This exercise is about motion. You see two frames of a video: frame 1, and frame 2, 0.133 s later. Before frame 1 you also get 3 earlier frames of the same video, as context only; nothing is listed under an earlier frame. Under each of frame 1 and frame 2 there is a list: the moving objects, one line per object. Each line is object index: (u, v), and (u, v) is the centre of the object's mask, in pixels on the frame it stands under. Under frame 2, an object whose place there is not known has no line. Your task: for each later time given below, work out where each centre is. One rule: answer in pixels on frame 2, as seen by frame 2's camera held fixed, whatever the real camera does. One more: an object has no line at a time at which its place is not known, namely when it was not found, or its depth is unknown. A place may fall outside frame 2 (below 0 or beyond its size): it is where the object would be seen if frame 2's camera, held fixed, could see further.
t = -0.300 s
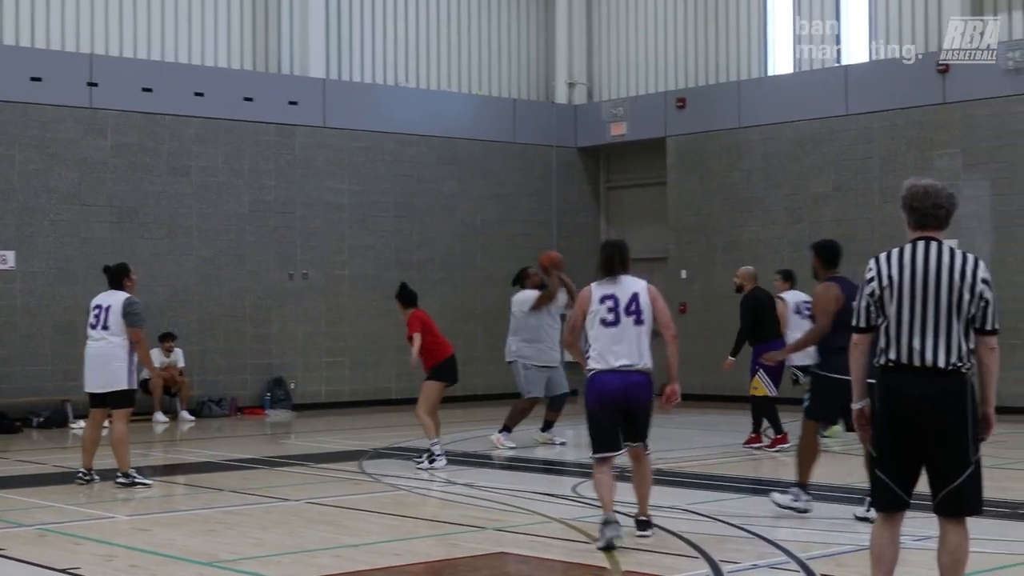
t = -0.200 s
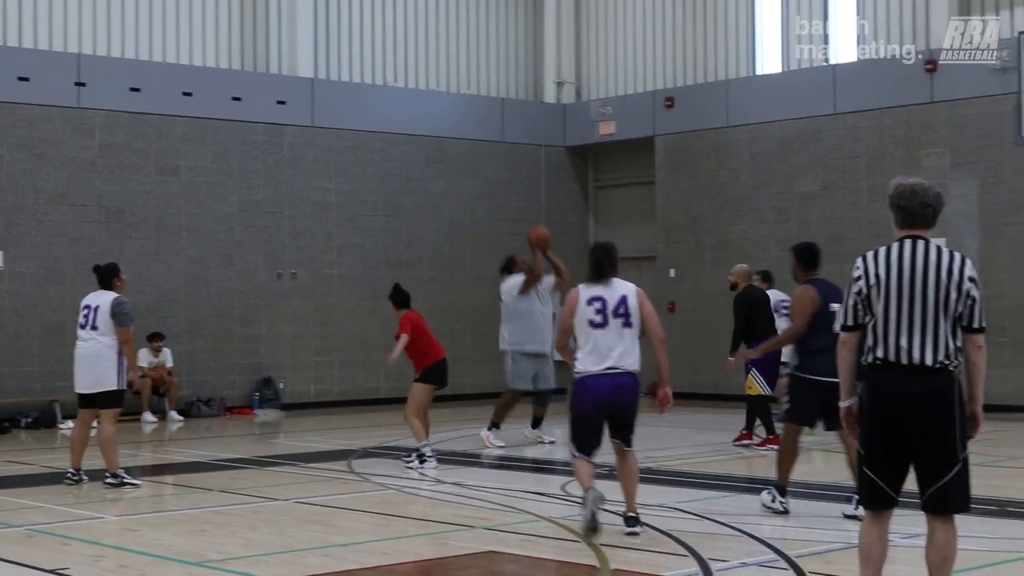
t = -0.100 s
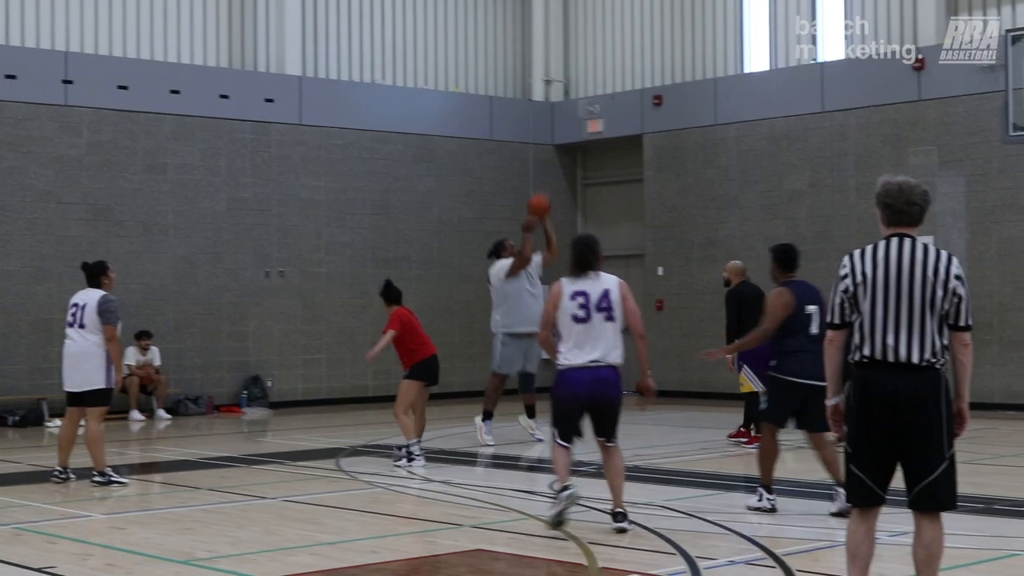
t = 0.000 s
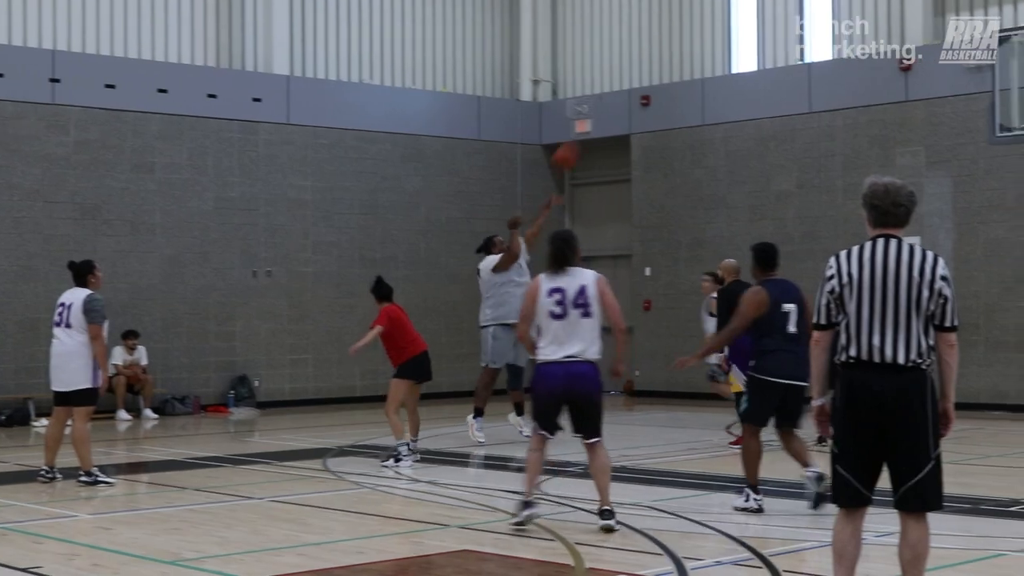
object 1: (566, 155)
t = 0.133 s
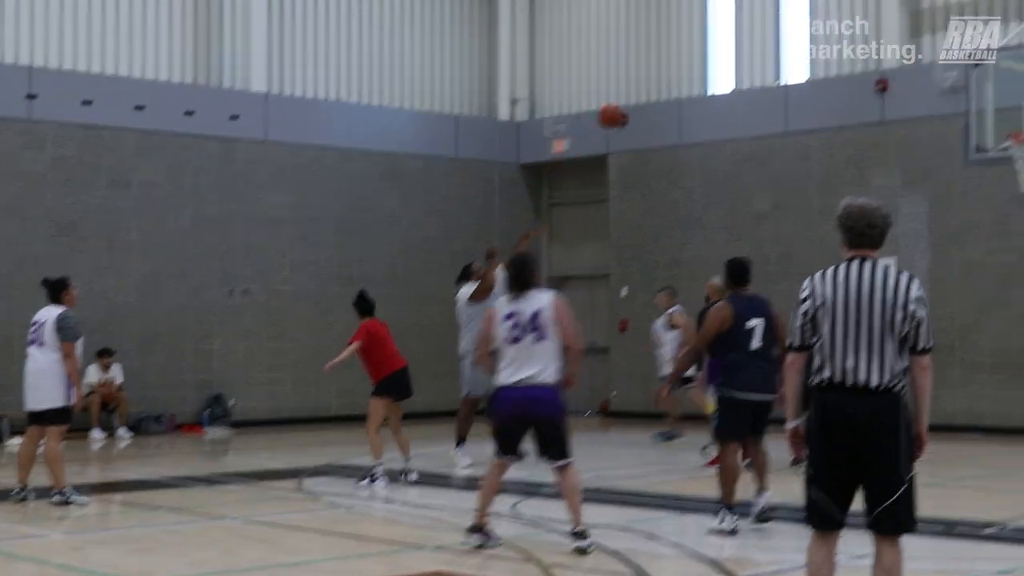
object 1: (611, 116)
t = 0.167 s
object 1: (627, 103)
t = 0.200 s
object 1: (644, 92)
